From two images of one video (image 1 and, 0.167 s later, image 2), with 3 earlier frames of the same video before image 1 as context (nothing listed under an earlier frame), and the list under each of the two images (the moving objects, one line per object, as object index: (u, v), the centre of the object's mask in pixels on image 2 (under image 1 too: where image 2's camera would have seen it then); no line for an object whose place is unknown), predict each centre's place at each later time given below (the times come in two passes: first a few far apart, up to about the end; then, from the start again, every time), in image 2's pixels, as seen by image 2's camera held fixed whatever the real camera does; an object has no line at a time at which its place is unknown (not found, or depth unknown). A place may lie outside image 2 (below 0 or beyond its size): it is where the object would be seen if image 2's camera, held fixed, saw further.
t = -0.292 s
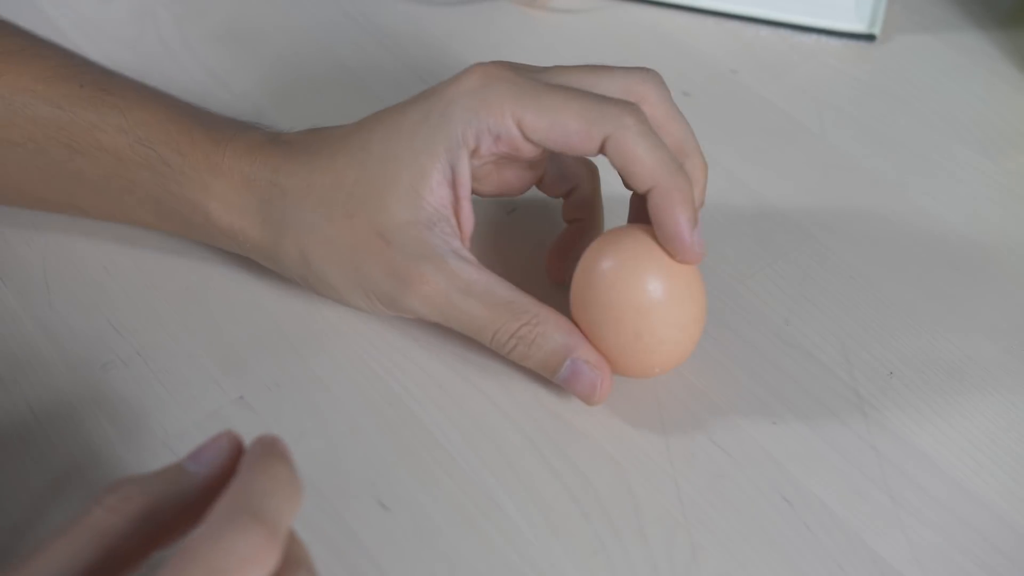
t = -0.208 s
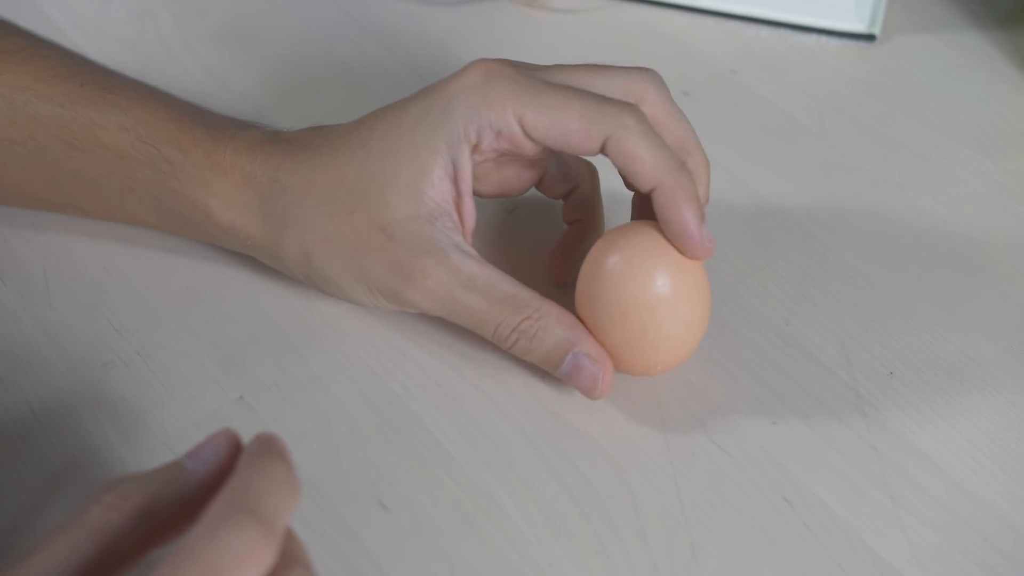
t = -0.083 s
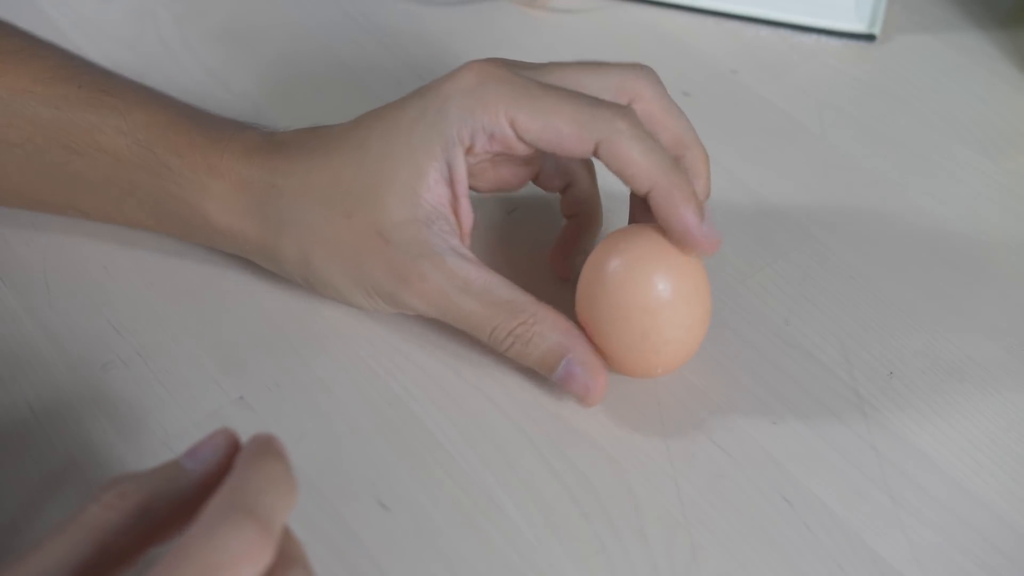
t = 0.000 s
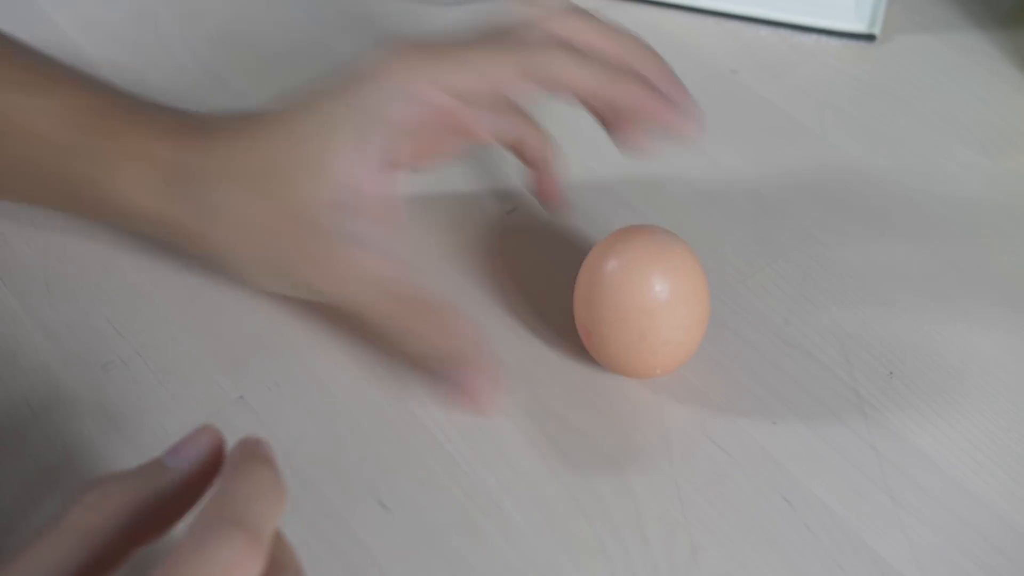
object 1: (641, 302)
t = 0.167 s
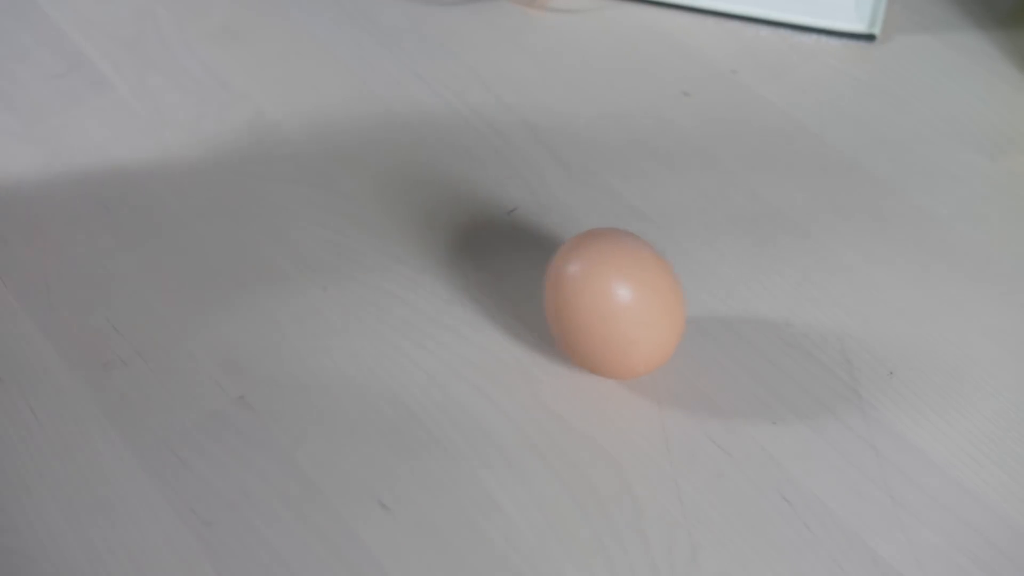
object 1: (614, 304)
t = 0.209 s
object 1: (594, 305)
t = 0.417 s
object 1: (441, 302)
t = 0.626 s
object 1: (444, 279)
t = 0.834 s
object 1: (422, 242)
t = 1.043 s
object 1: (414, 208)
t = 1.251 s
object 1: (399, 180)
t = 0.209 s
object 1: (594, 305)
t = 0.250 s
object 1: (565, 308)
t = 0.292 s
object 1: (530, 312)
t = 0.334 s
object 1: (491, 309)
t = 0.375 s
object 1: (460, 303)
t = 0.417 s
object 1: (441, 302)
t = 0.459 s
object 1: (432, 303)
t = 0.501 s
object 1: (434, 298)
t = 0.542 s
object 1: (439, 292)
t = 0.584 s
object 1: (444, 285)
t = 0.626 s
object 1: (444, 279)
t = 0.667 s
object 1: (440, 273)
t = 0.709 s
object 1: (433, 266)
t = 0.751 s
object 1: (428, 259)
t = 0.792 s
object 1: (424, 251)
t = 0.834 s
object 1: (422, 242)
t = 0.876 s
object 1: (421, 234)
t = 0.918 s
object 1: (423, 226)
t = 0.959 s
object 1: (423, 218)
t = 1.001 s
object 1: (420, 212)
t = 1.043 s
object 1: (414, 208)
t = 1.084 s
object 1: (406, 204)
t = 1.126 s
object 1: (400, 199)
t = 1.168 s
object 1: (397, 193)
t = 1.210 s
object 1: (397, 187)
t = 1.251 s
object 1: (399, 180)
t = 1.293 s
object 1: (401, 173)
